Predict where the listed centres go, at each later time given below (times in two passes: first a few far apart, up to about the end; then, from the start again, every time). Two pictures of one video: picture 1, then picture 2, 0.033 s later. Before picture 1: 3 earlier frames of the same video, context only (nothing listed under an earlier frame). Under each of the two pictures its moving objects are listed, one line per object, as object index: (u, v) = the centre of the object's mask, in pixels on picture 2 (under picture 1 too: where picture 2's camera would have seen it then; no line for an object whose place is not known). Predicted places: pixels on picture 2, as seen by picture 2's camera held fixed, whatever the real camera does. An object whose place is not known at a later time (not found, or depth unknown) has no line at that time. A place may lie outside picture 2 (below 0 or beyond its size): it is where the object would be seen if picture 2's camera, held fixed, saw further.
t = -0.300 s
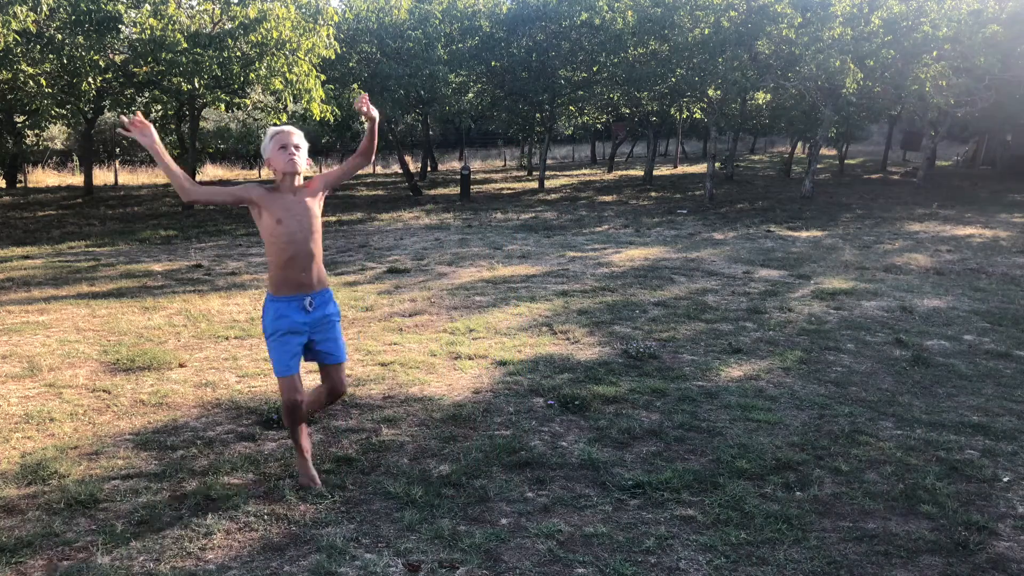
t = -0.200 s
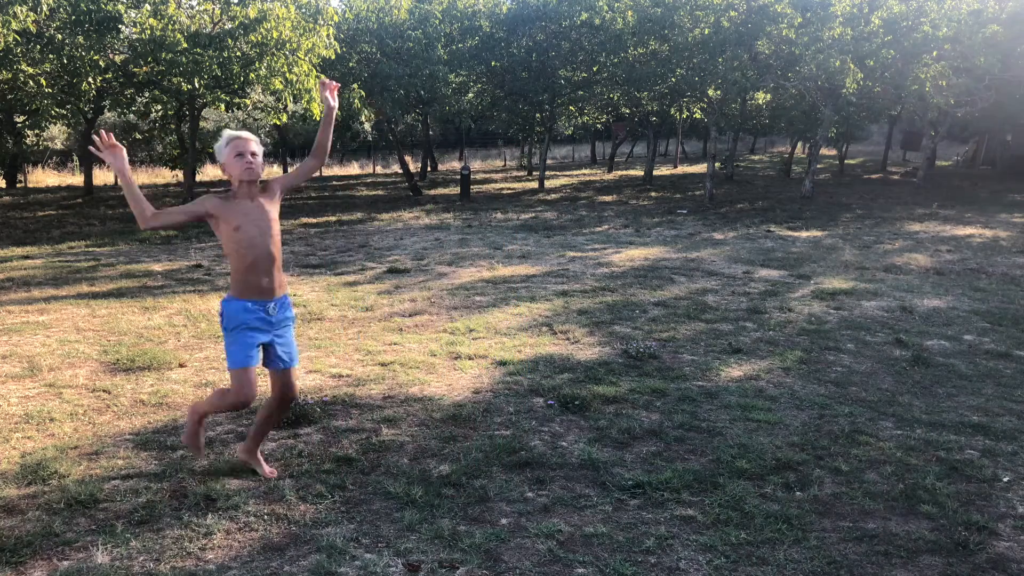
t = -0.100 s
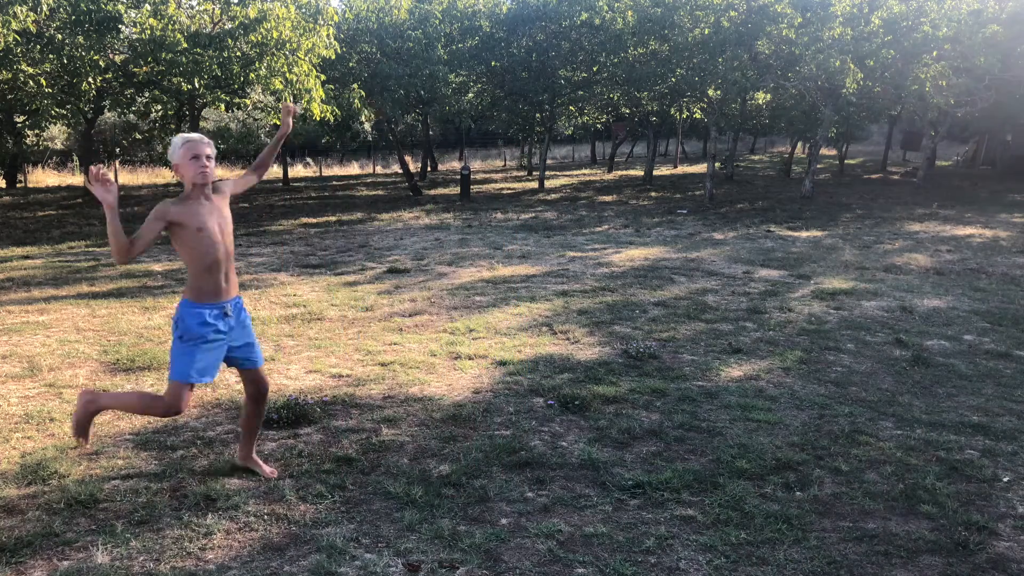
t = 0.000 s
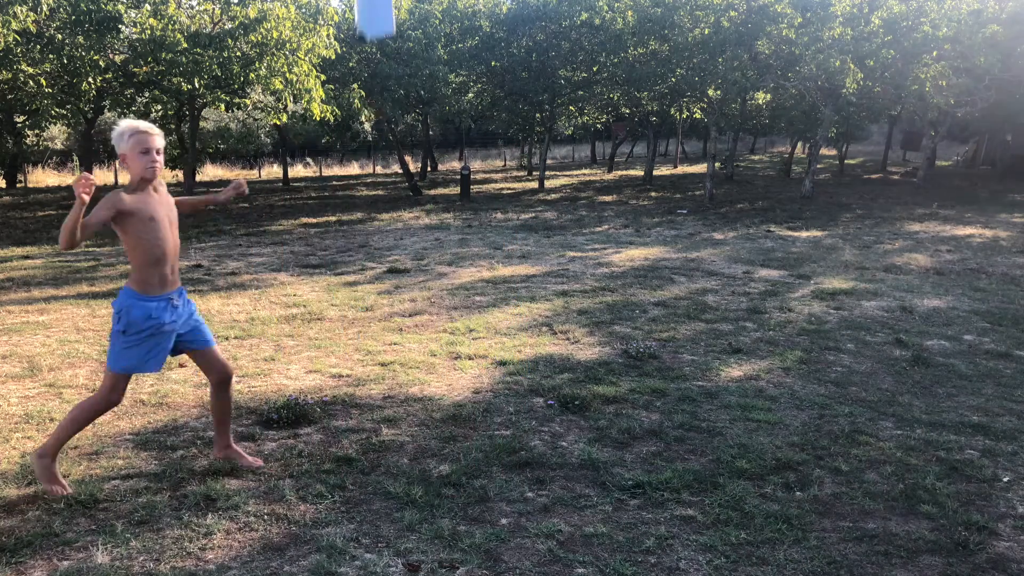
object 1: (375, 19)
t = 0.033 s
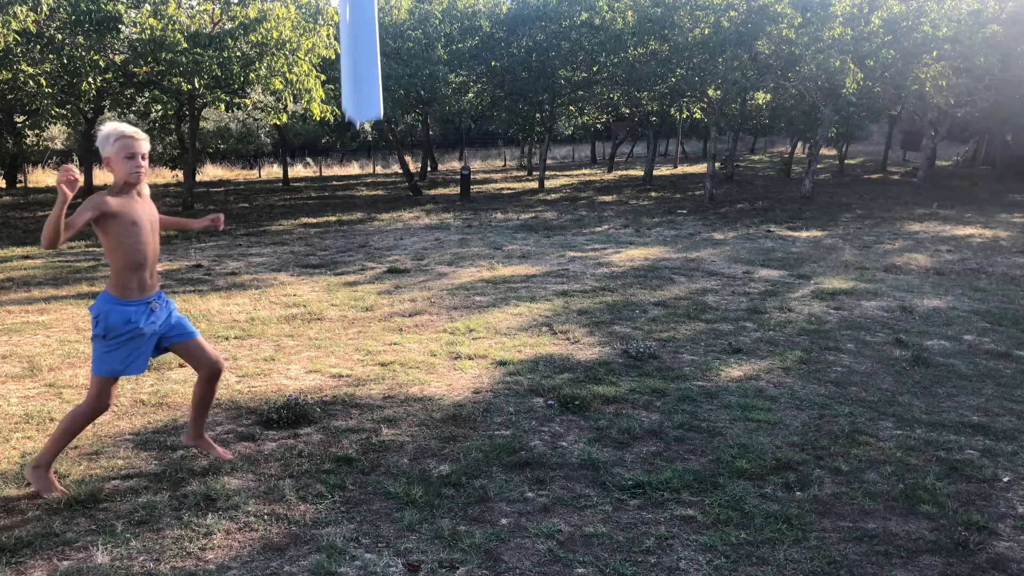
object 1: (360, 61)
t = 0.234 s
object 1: (305, 494)
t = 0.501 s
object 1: (298, 473)
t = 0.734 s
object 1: (288, 493)
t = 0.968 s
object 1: (277, 536)
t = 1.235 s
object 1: (287, 541)
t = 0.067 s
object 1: (349, 109)
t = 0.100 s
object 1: (339, 194)
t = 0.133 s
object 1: (330, 272)
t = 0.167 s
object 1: (321, 349)
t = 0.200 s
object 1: (312, 424)
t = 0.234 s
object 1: (305, 494)
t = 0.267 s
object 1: (306, 540)
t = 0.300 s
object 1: (297, 531)
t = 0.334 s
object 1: (302, 512)
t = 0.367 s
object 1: (301, 504)
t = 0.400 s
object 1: (297, 490)
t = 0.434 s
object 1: (300, 480)
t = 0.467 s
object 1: (299, 479)
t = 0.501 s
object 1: (298, 473)
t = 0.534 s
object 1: (303, 471)
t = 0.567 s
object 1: (300, 471)
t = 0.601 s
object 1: (298, 469)
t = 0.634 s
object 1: (299, 469)
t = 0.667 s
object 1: (297, 476)
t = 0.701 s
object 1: (293, 484)
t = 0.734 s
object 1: (288, 493)
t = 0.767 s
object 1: (283, 505)
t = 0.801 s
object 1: (278, 516)
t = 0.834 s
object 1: (275, 530)
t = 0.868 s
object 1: (274, 534)
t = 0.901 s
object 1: (274, 534)
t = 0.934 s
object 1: (274, 534)
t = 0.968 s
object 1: (277, 536)
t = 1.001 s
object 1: (281, 538)
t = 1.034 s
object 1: (286, 541)
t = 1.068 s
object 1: (286, 540)
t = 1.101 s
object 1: (287, 540)
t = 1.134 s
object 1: (287, 540)
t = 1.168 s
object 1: (286, 540)
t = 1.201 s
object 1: (287, 540)
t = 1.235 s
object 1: (287, 541)
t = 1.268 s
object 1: (287, 540)
